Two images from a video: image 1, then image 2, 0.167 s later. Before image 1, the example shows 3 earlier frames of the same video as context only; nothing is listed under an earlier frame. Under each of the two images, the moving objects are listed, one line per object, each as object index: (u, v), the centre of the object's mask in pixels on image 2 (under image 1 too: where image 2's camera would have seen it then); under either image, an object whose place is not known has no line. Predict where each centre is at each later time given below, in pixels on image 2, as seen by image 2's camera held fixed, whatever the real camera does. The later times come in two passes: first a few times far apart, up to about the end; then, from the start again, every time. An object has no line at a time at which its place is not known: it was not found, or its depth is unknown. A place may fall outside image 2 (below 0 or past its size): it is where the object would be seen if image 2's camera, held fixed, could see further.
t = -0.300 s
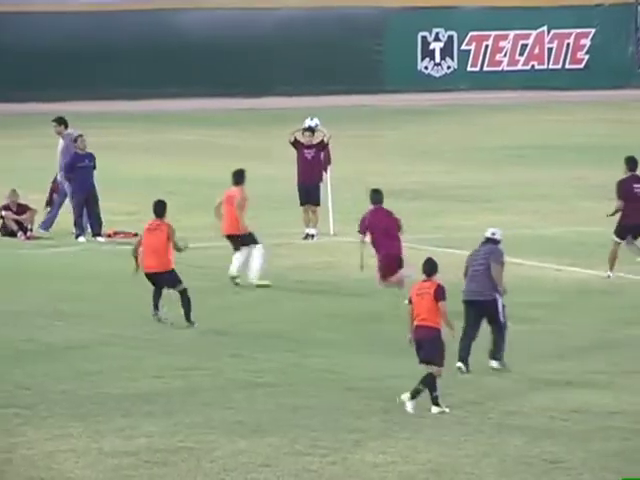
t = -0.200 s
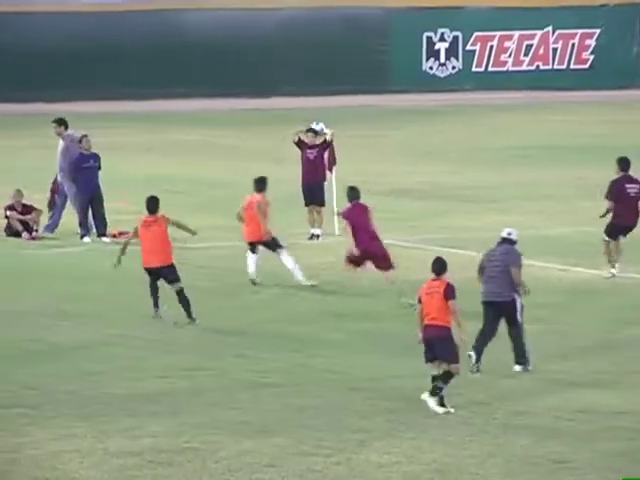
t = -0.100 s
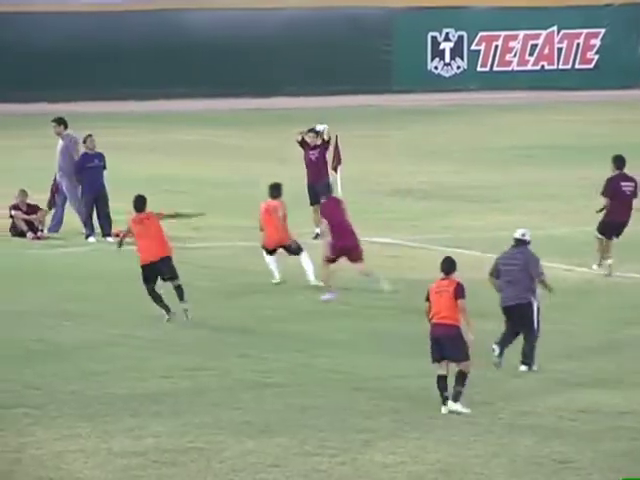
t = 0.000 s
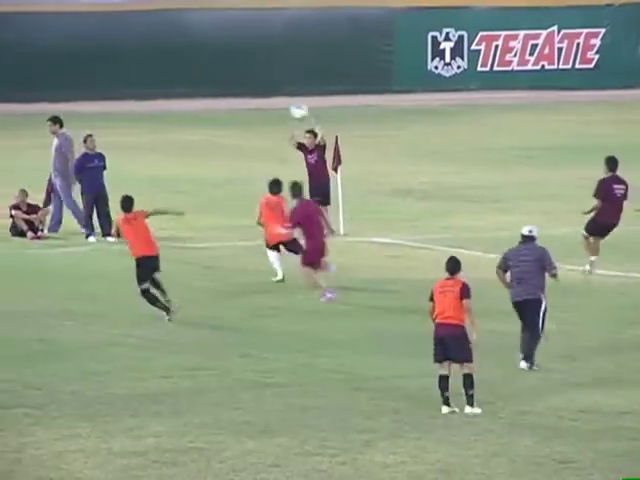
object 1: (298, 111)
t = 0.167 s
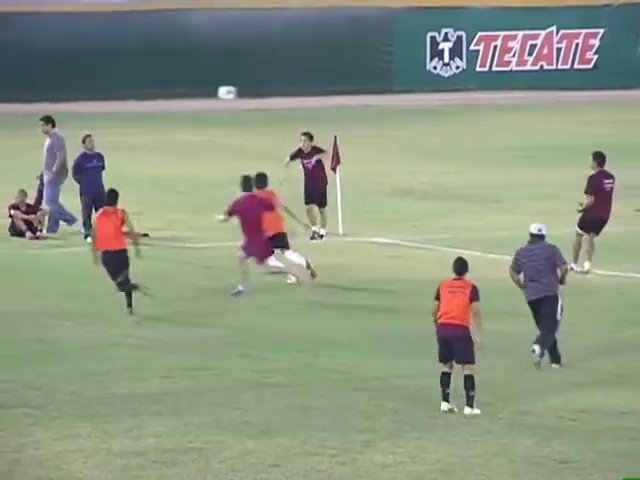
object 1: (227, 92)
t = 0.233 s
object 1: (198, 91)
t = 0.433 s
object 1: (112, 104)
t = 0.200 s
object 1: (213, 91)
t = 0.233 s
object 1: (198, 91)
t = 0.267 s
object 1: (183, 92)
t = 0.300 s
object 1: (169, 93)
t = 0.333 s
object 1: (154, 94)
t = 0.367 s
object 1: (140, 96)
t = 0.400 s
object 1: (125, 99)
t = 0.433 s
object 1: (112, 104)
